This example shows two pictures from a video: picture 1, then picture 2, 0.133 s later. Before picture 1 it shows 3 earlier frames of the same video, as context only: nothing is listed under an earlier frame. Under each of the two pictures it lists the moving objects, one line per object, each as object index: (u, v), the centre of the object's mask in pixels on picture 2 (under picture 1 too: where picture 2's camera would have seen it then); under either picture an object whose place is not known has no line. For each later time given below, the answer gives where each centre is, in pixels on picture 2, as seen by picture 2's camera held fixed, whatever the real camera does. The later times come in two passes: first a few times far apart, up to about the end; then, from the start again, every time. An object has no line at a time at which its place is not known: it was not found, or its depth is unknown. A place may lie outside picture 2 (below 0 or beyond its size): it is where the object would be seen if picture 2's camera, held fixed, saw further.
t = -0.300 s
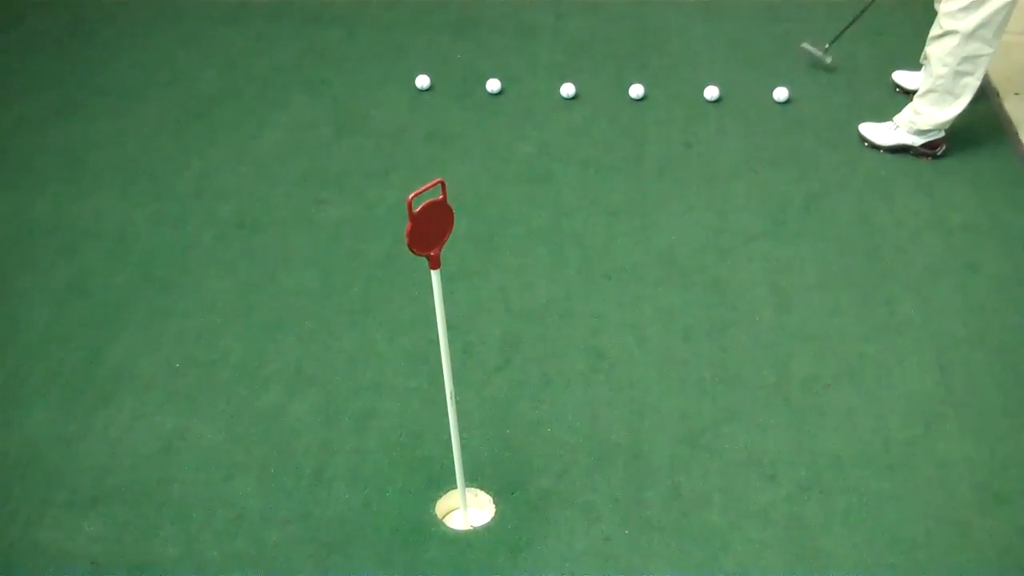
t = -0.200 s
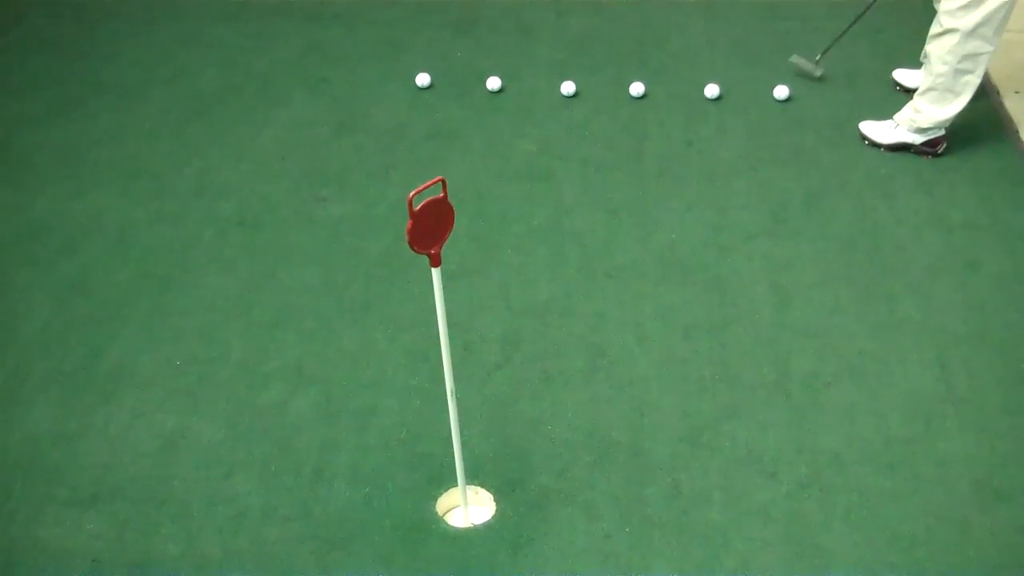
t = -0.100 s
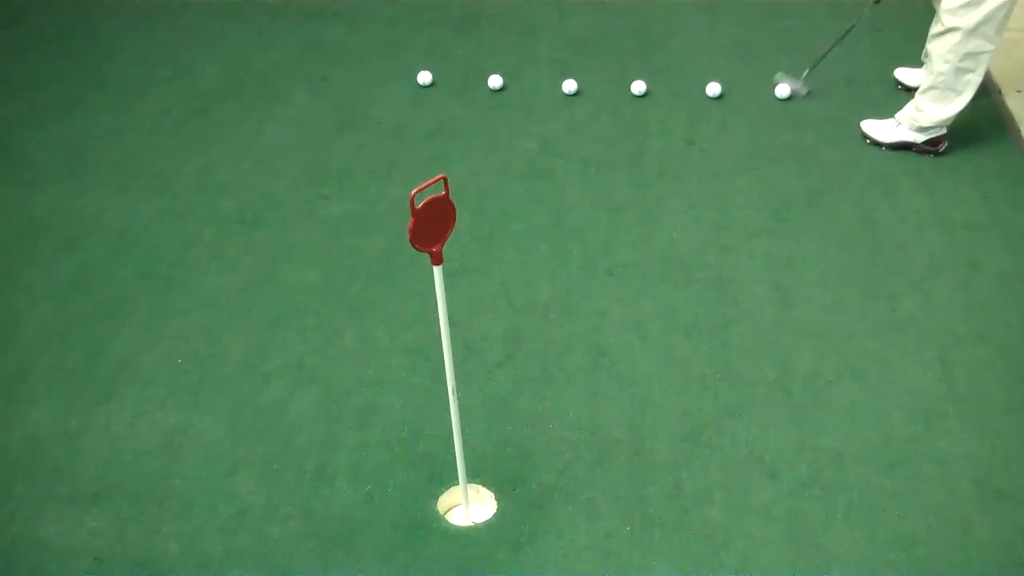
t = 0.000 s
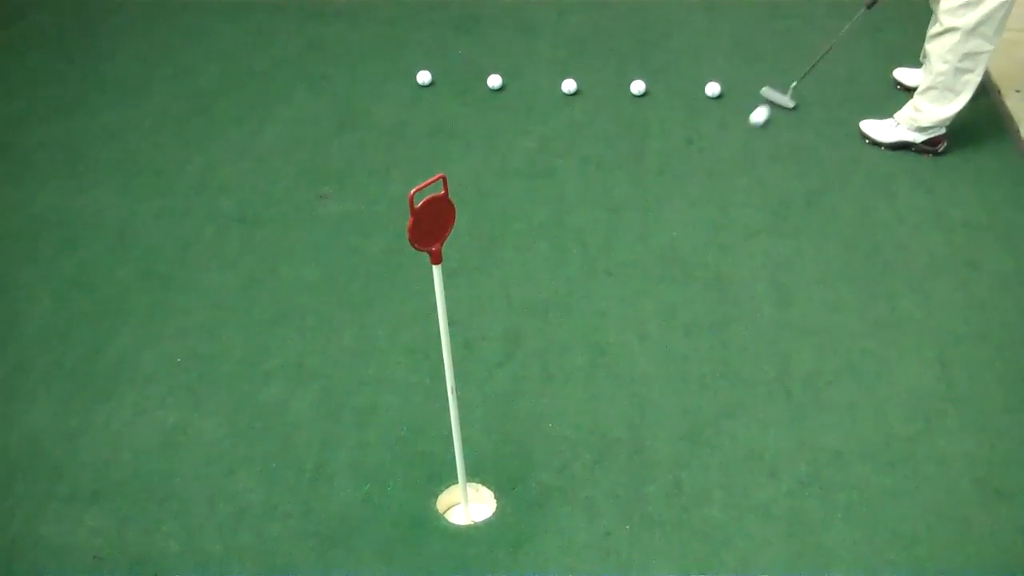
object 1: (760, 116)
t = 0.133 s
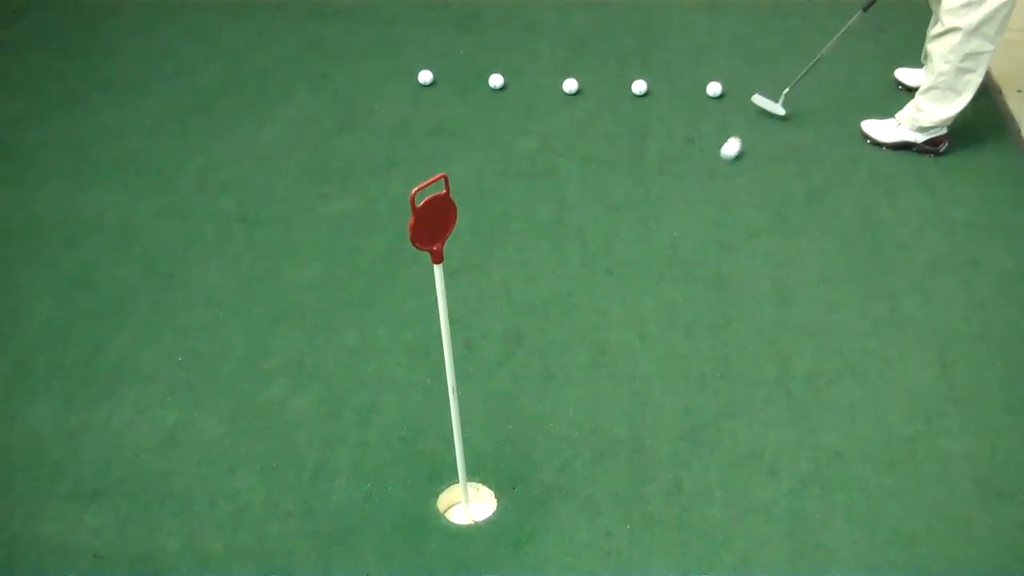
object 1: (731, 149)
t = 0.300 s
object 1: (698, 187)
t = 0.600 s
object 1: (641, 263)
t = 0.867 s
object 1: (587, 337)
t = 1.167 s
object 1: (524, 428)
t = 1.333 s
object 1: (489, 482)
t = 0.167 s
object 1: (724, 156)
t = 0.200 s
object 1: (718, 163)
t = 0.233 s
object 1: (711, 172)
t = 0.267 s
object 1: (705, 179)
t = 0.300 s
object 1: (698, 187)
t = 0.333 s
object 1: (692, 195)
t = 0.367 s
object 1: (686, 203)
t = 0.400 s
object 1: (679, 212)
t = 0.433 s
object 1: (673, 220)
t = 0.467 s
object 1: (666, 229)
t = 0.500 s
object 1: (660, 237)
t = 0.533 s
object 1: (653, 246)
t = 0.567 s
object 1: (647, 255)
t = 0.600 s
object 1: (641, 263)
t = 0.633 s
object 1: (634, 272)
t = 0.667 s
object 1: (627, 281)
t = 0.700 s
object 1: (621, 290)
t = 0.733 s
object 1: (614, 299)
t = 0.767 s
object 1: (608, 308)
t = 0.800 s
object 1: (601, 317)
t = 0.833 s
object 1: (595, 327)
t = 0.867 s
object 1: (587, 337)
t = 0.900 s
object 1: (581, 346)
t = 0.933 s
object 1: (574, 356)
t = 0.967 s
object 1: (567, 366)
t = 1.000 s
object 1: (560, 376)
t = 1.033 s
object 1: (553, 386)
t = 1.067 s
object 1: (546, 397)
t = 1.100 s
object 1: (539, 407)
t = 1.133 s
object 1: (531, 417)
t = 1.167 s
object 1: (524, 428)
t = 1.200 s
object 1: (517, 438)
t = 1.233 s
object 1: (510, 449)
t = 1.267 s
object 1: (503, 460)
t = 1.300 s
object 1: (496, 471)
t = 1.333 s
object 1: (489, 482)
